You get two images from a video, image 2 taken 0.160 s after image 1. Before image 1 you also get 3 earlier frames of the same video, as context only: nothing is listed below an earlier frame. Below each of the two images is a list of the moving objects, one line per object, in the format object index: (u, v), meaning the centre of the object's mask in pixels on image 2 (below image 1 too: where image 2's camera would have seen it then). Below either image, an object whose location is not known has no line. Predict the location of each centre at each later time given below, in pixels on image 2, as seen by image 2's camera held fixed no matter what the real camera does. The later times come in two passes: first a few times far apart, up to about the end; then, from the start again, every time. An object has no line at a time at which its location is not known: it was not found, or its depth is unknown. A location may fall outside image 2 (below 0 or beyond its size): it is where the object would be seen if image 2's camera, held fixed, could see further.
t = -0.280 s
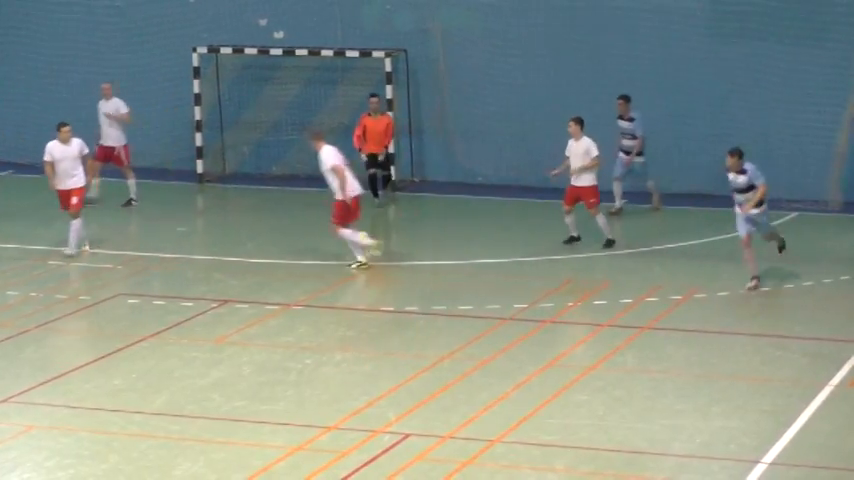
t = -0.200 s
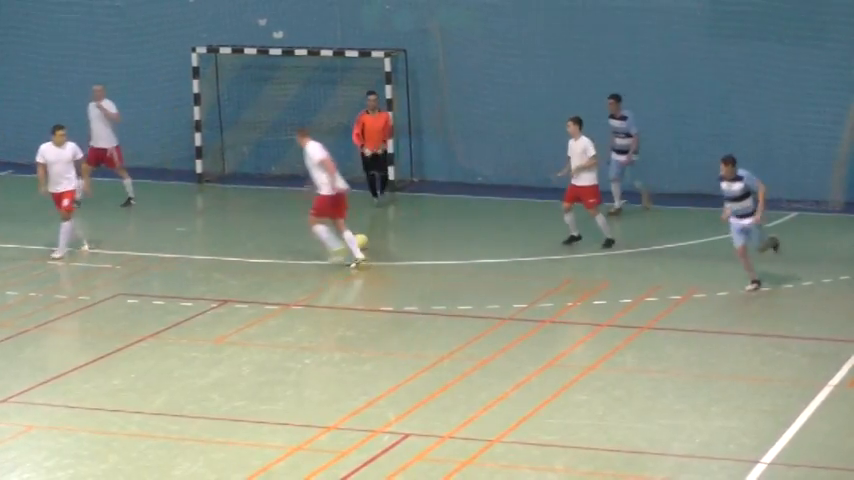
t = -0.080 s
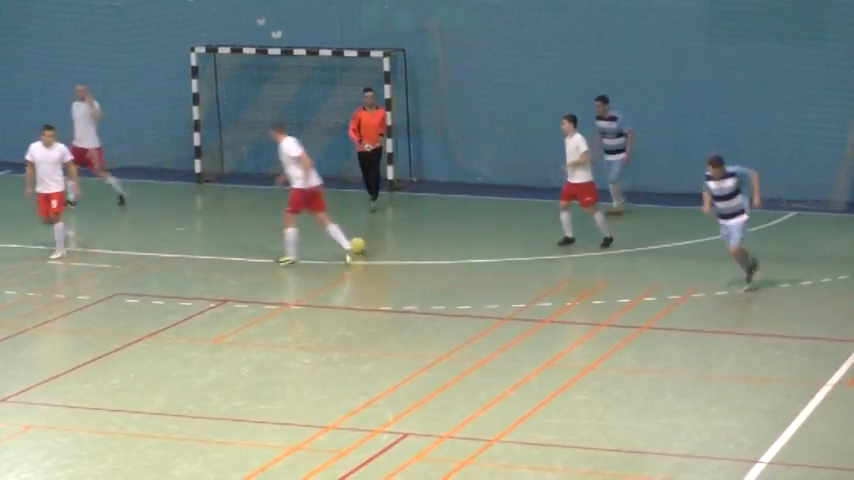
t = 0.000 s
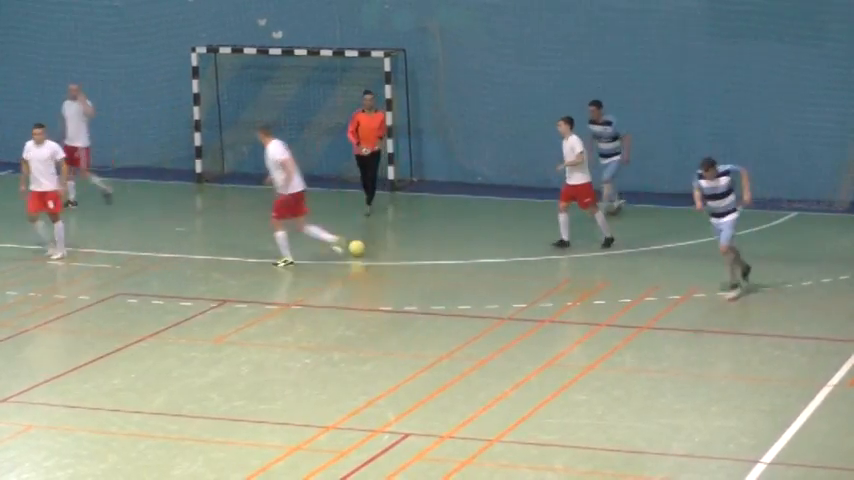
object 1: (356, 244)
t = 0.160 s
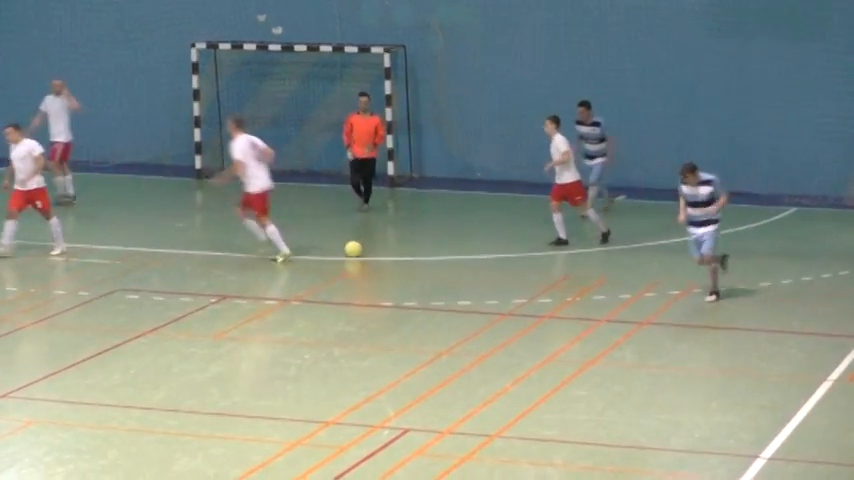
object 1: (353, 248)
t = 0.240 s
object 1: (351, 250)
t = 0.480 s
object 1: (347, 258)
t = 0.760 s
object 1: (341, 268)
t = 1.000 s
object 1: (337, 275)
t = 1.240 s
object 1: (334, 284)
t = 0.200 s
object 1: (352, 249)
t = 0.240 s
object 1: (351, 250)
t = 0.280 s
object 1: (350, 252)
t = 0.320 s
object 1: (349, 254)
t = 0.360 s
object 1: (349, 254)
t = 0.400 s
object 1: (348, 256)
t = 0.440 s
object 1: (347, 257)
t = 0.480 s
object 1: (347, 258)
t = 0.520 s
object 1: (346, 260)
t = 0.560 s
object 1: (345, 262)
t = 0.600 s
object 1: (344, 263)
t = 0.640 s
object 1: (343, 264)
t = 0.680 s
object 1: (343, 265)
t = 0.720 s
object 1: (342, 266)
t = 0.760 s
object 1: (341, 268)
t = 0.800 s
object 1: (341, 269)
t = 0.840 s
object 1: (340, 270)
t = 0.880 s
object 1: (340, 271)
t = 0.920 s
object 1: (339, 272)
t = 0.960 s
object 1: (338, 274)
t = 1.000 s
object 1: (337, 275)
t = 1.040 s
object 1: (336, 277)
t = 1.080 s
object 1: (336, 278)
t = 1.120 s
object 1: (335, 280)
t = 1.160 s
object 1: (335, 281)
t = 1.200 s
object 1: (335, 283)
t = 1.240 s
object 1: (334, 284)
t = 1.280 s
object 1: (333, 286)
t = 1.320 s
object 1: (331, 287)
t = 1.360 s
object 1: (331, 289)
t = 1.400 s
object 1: (331, 289)
